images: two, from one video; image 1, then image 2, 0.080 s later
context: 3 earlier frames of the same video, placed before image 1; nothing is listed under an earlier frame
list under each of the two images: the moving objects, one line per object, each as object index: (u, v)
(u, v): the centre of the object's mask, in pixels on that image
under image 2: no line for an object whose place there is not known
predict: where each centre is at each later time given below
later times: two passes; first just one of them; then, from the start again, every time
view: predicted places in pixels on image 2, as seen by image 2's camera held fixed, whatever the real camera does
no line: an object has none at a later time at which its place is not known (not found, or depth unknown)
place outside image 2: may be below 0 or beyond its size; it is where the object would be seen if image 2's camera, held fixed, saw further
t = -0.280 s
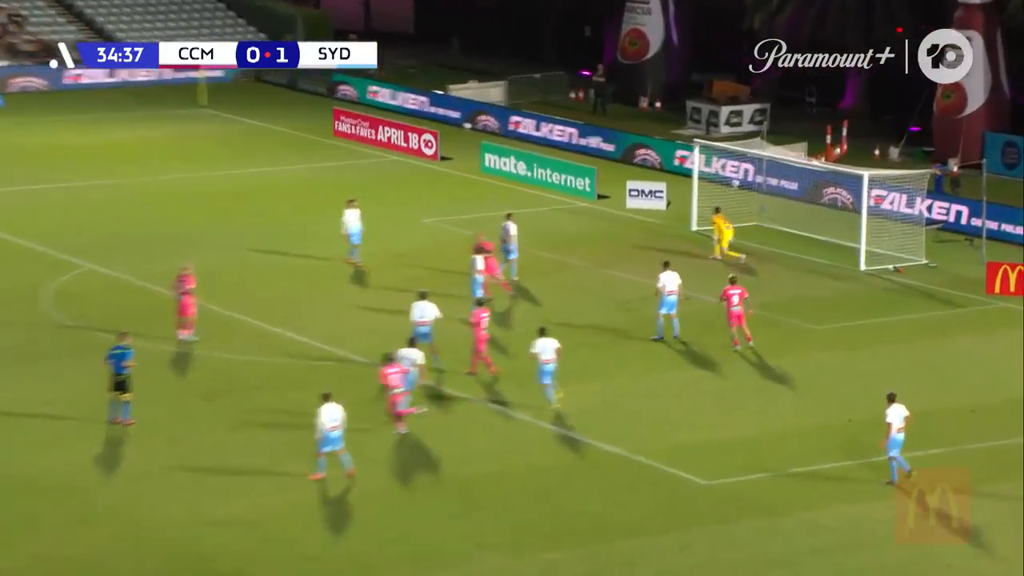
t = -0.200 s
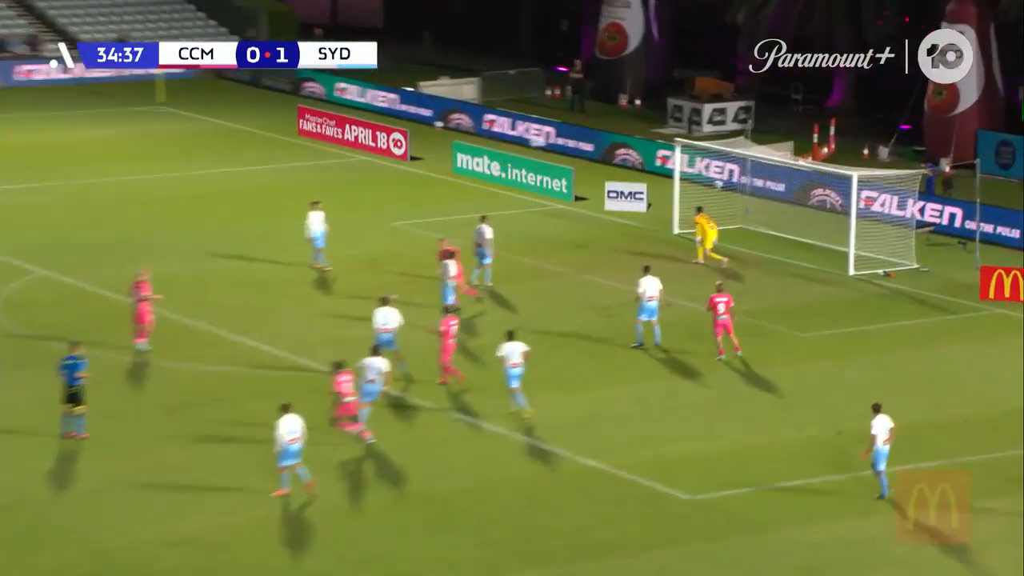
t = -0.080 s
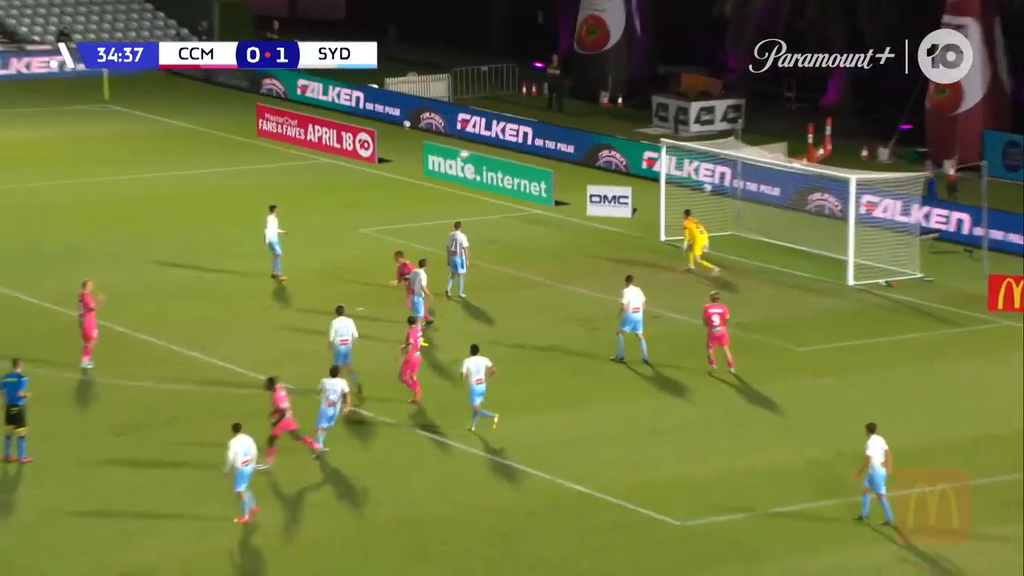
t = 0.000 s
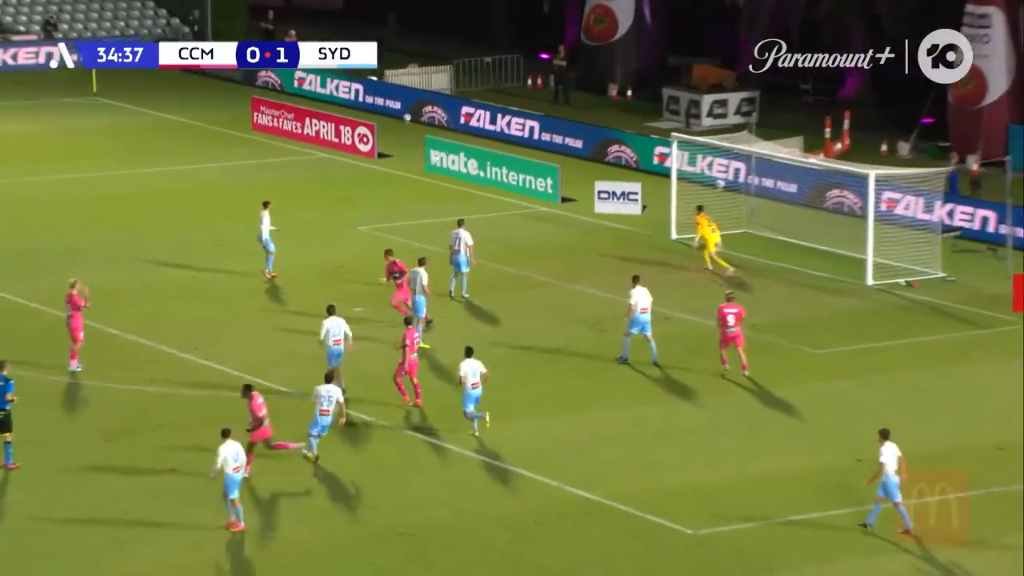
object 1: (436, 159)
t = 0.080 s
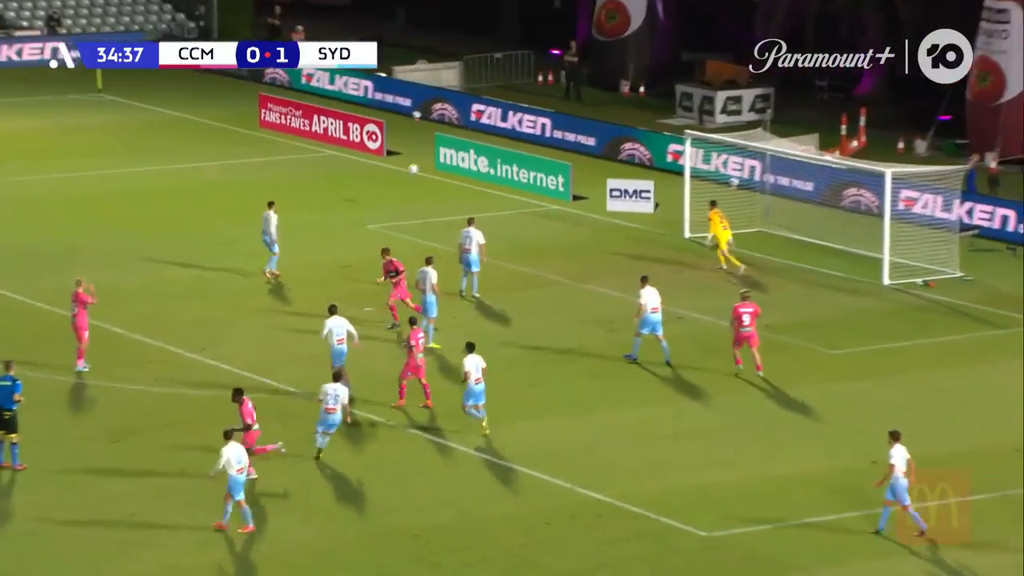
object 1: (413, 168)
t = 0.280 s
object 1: (351, 192)
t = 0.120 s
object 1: (399, 175)
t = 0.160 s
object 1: (386, 182)
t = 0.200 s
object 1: (374, 190)
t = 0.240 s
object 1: (361, 197)
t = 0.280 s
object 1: (351, 192)
